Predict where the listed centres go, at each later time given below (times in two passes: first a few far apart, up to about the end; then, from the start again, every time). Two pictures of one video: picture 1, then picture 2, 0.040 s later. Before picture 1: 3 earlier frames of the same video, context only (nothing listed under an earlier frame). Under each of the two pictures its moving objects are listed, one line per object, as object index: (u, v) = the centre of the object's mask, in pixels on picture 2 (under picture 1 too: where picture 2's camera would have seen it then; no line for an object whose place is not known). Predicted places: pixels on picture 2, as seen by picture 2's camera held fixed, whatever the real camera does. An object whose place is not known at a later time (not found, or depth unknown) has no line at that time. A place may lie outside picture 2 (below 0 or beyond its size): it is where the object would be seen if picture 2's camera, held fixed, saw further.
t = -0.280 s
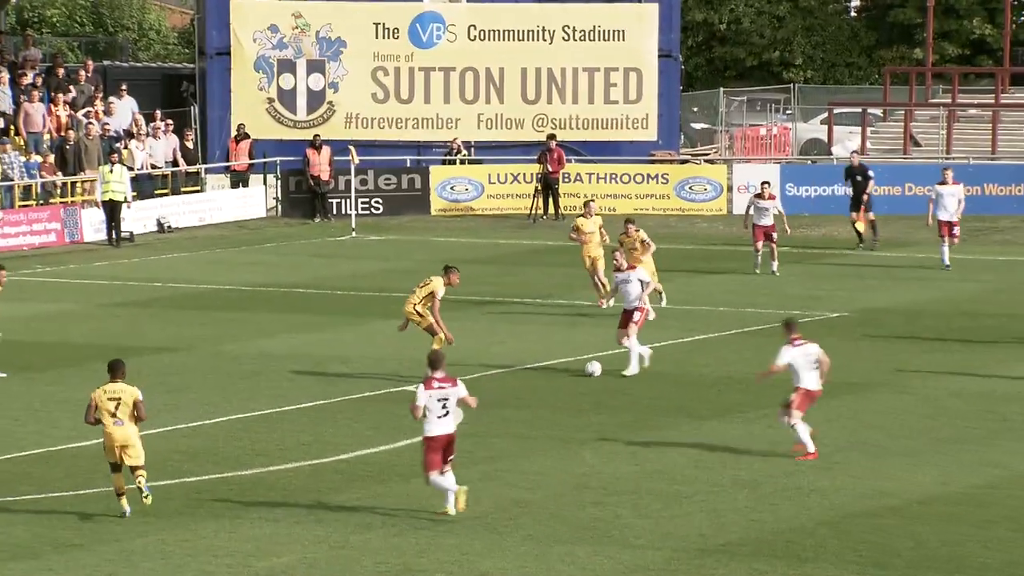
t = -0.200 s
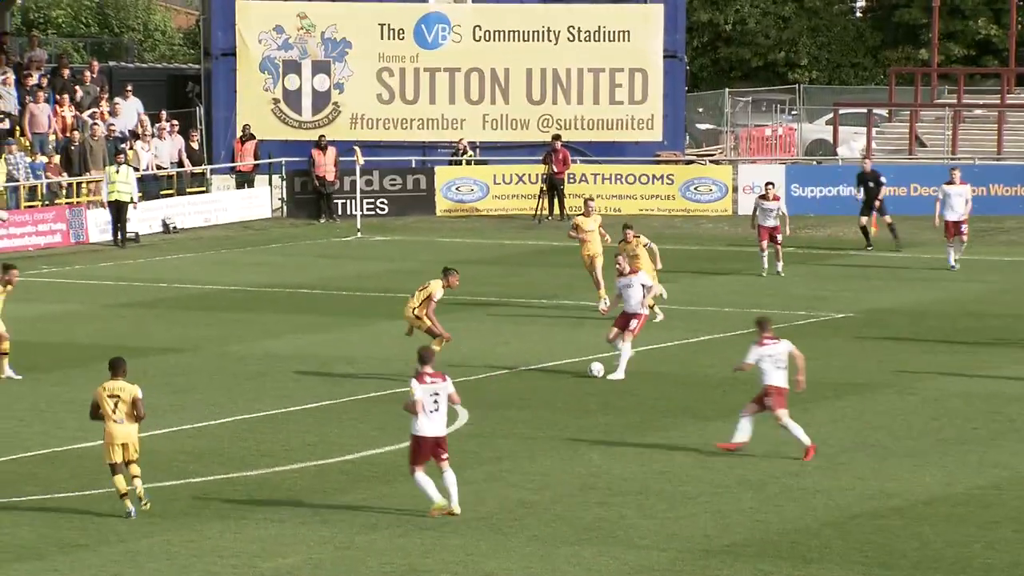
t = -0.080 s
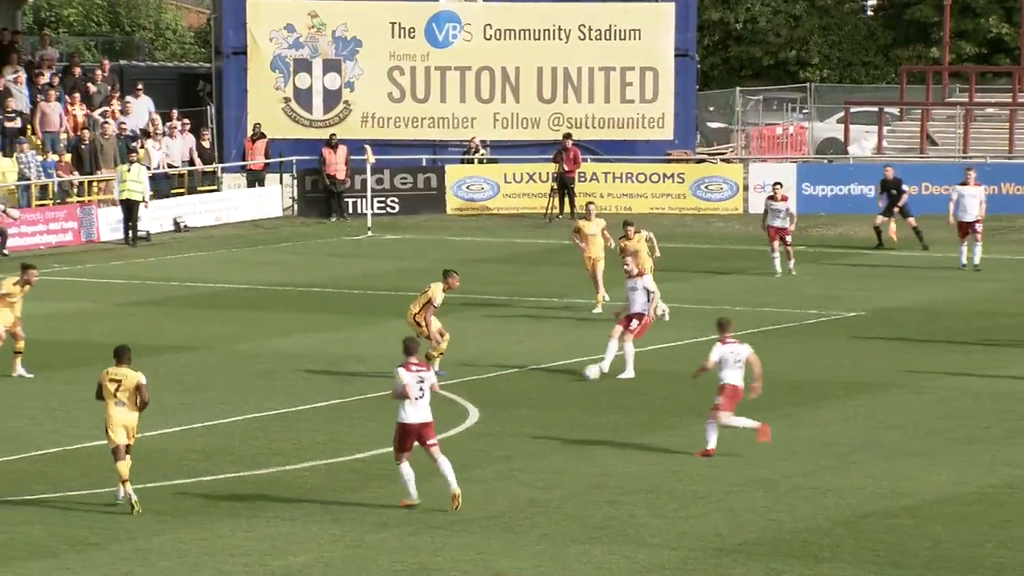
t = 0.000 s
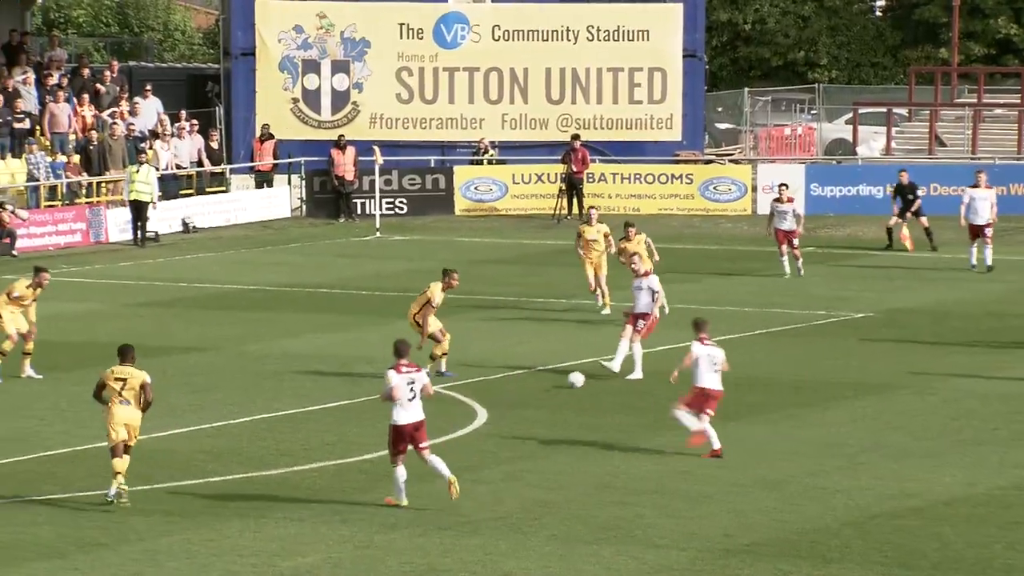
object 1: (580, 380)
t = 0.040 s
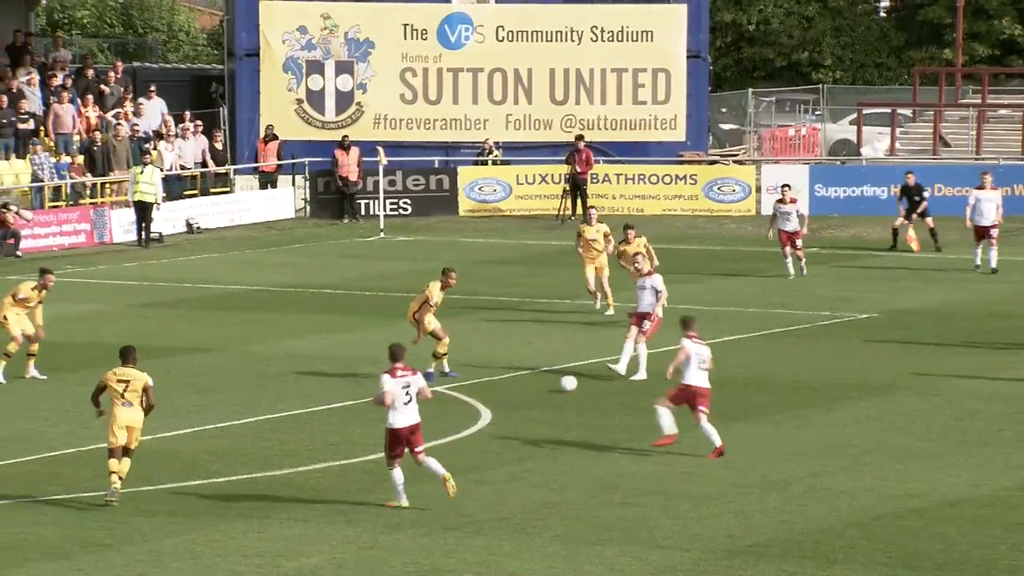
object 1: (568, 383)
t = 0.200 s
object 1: (523, 396)
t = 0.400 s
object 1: (470, 411)
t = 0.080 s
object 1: (557, 387)
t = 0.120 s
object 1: (546, 389)
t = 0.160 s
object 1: (534, 392)
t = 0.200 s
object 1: (523, 396)
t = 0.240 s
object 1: (512, 399)
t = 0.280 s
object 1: (502, 401)
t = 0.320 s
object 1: (491, 403)
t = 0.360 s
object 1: (481, 407)
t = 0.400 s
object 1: (470, 411)
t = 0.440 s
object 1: (459, 412)
